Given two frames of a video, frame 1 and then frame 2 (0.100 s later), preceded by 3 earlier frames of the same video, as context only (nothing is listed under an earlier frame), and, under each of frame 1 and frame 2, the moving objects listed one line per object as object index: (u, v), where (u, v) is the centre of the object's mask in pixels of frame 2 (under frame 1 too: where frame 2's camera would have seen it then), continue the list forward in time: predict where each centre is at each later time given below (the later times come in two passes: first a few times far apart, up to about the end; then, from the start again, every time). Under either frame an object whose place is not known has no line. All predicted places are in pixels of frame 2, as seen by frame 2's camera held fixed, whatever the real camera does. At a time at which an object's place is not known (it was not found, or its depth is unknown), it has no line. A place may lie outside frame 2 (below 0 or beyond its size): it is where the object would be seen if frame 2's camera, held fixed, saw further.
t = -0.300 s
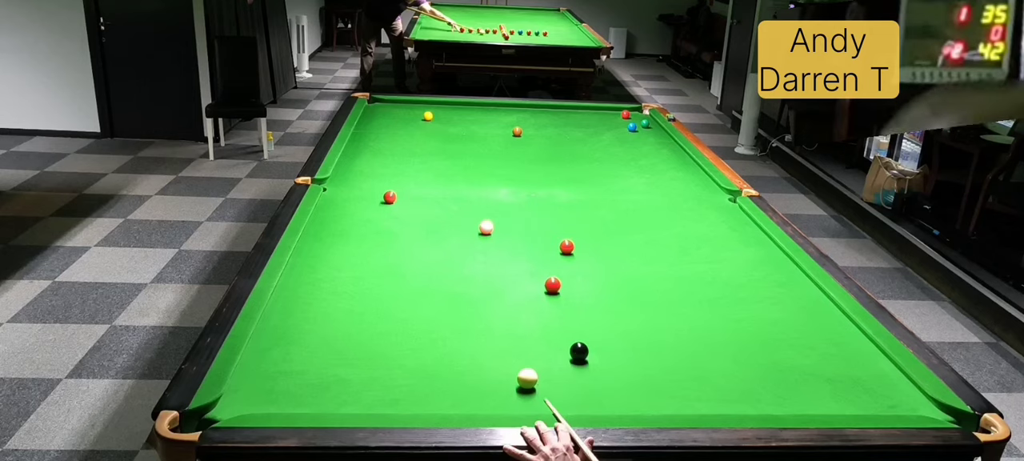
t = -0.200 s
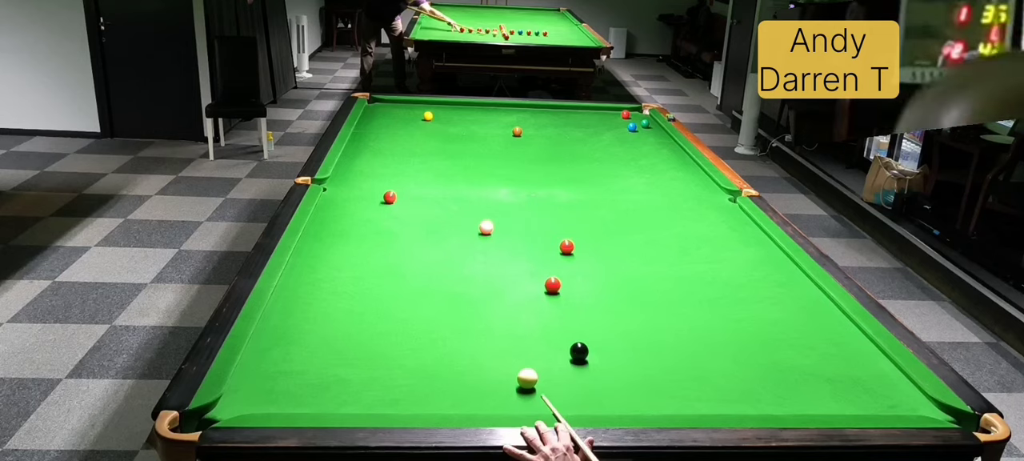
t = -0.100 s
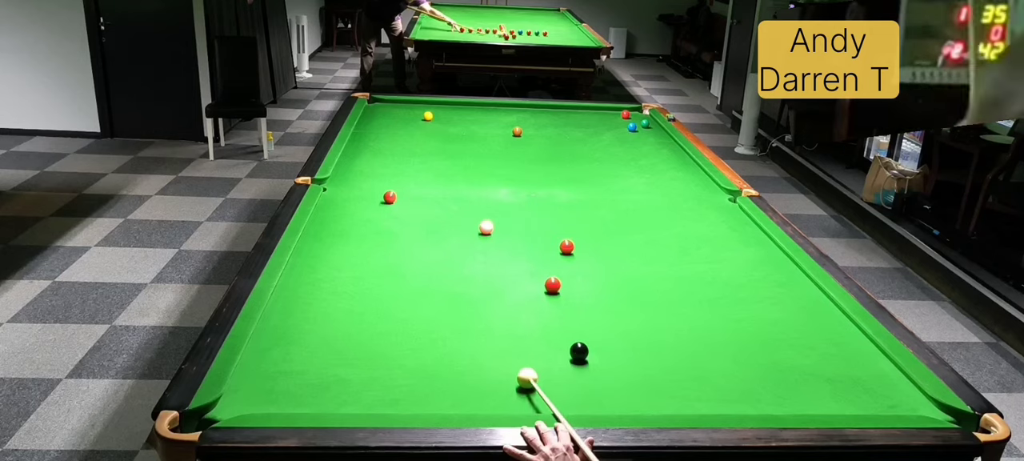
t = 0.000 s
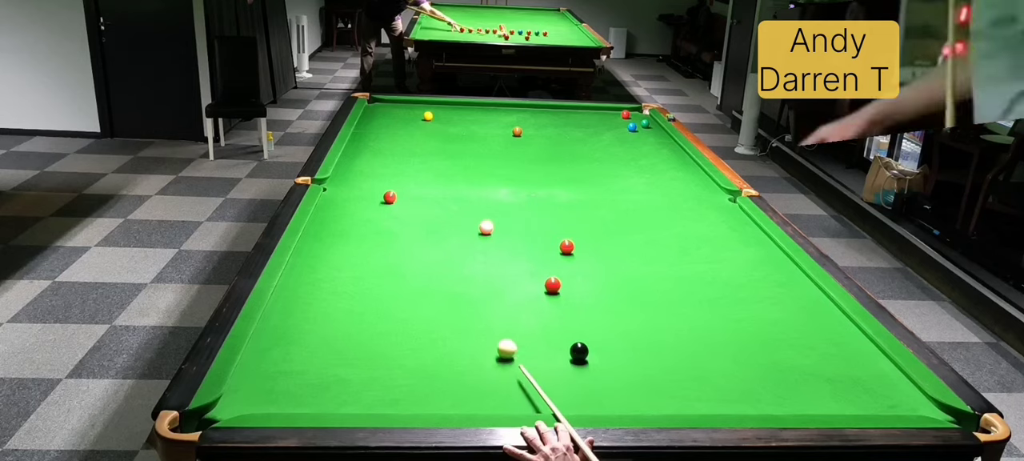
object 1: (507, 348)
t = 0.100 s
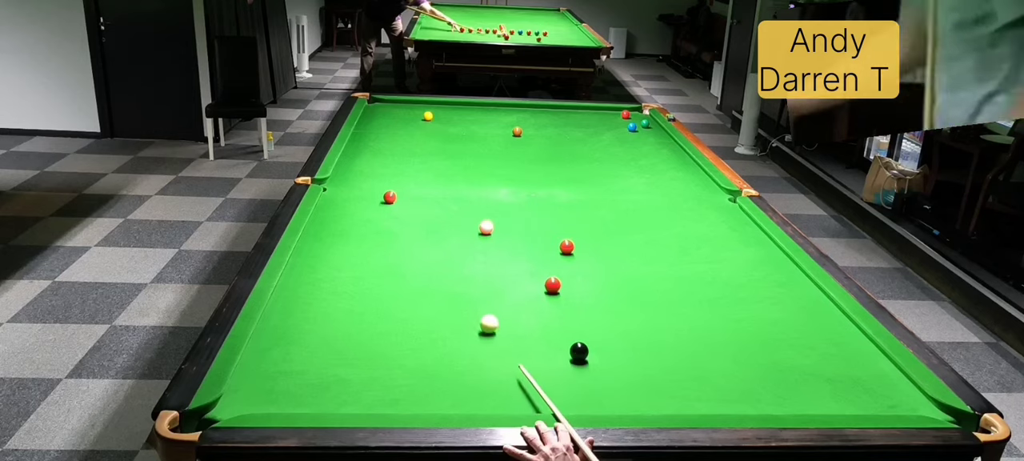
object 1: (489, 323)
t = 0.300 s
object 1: (460, 282)
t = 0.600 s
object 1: (426, 234)
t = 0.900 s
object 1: (402, 198)
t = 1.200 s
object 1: (421, 176)
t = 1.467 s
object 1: (433, 159)
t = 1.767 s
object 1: (445, 143)
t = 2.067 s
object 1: (454, 129)
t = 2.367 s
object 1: (463, 118)
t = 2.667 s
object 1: (470, 108)
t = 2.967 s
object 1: (476, 107)
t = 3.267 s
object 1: (482, 112)
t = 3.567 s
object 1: (488, 119)
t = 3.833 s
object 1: (493, 124)
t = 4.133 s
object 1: (499, 131)
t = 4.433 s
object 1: (504, 137)
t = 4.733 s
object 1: (510, 143)
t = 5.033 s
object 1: (516, 149)
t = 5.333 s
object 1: (522, 156)
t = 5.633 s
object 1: (527, 162)
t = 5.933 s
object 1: (533, 168)
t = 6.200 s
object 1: (538, 173)
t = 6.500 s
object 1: (543, 179)
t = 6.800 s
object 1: (548, 185)
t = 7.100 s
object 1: (553, 191)
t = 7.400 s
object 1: (558, 196)
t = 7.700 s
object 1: (562, 200)
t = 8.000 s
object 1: (567, 205)
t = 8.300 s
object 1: (571, 209)
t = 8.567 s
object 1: (574, 212)
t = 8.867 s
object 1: (578, 216)
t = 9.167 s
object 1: (580, 218)
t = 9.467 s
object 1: (582, 220)
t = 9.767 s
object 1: (583, 222)
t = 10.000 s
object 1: (584, 222)
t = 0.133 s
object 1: (484, 316)
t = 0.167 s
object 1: (479, 308)
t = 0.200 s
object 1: (474, 301)
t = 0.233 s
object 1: (469, 295)
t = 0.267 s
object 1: (464, 288)
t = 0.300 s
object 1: (460, 282)
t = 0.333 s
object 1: (456, 276)
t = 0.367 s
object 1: (451, 270)
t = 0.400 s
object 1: (447, 264)
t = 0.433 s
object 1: (444, 259)
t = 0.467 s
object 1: (440, 254)
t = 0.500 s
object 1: (436, 248)
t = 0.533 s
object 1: (433, 244)
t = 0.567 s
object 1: (430, 239)
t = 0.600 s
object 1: (426, 234)
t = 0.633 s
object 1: (423, 230)
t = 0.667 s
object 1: (420, 225)
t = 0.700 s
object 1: (417, 221)
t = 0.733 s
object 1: (414, 217)
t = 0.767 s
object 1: (411, 213)
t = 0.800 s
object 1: (408, 209)
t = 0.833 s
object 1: (406, 205)
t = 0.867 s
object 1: (403, 201)
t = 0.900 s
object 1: (402, 198)
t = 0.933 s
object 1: (405, 195)
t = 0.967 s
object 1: (408, 193)
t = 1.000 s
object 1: (410, 190)
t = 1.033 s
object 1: (412, 187)
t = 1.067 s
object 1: (414, 185)
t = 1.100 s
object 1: (416, 183)
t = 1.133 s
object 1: (417, 180)
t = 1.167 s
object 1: (419, 178)
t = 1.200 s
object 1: (421, 176)
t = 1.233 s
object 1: (423, 173)
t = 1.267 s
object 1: (424, 171)
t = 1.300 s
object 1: (426, 169)
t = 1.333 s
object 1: (427, 167)
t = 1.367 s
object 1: (428, 165)
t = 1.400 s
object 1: (430, 163)
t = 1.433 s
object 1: (431, 161)
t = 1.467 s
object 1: (433, 159)
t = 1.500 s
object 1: (434, 157)
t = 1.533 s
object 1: (436, 155)
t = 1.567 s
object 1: (437, 153)
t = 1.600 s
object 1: (439, 151)
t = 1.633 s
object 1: (440, 150)
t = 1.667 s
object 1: (441, 148)
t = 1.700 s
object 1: (442, 146)
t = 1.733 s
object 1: (443, 144)
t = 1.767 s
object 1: (445, 143)
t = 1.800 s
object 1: (446, 141)
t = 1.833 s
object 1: (447, 139)
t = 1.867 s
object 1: (448, 138)
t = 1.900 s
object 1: (449, 137)
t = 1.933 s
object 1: (450, 135)
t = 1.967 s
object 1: (451, 133)
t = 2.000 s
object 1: (452, 132)
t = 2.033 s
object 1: (453, 131)
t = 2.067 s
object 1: (454, 129)
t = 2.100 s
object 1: (455, 128)
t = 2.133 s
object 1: (456, 126)
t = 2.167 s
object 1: (457, 125)
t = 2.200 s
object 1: (458, 124)
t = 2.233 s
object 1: (459, 123)
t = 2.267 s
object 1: (460, 121)
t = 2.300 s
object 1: (461, 120)
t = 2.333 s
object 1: (462, 119)
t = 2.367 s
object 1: (463, 118)
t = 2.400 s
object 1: (464, 116)
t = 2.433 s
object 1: (465, 115)
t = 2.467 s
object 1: (466, 114)
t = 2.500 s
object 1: (466, 113)
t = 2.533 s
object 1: (467, 112)
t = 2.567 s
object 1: (468, 111)
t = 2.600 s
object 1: (469, 110)
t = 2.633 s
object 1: (470, 109)
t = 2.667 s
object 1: (470, 108)
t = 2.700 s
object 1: (471, 107)
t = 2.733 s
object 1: (472, 106)
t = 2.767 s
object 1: (473, 105)
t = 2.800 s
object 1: (473, 104)
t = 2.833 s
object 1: (474, 104)
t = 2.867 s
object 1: (475, 104)
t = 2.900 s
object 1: (475, 105)
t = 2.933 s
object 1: (476, 106)
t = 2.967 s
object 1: (476, 107)
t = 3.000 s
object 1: (477, 107)
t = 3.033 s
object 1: (478, 108)
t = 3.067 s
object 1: (478, 108)
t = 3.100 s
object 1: (479, 109)
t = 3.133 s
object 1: (480, 110)
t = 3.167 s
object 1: (480, 110)
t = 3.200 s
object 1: (481, 111)
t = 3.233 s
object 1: (481, 112)
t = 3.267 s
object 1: (482, 112)
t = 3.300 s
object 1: (483, 113)
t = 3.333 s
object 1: (483, 114)
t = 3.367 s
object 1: (484, 115)
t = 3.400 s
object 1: (485, 115)
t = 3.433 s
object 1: (485, 116)
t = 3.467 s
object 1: (486, 117)
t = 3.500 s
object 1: (486, 117)
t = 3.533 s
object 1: (487, 118)
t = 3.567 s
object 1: (488, 119)
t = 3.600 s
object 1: (488, 119)
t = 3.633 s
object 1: (489, 120)
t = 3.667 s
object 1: (490, 121)
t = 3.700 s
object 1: (490, 121)
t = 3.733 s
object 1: (491, 122)
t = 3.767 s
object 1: (492, 123)
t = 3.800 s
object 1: (492, 123)
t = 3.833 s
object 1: (493, 124)
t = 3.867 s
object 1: (493, 125)
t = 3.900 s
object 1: (494, 126)
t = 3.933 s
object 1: (495, 126)
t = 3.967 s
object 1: (495, 127)
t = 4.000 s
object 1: (496, 128)
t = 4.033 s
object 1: (497, 128)
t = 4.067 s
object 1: (497, 129)
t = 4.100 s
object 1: (498, 130)
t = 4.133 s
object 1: (499, 131)
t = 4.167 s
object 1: (499, 131)
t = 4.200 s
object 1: (500, 132)
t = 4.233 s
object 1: (501, 133)
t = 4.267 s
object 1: (501, 133)
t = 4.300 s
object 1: (502, 134)
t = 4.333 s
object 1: (503, 135)
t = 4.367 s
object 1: (503, 135)
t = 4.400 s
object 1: (504, 136)
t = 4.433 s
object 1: (504, 137)
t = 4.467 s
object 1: (505, 137)
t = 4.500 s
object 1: (506, 138)
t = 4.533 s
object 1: (506, 139)
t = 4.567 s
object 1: (507, 140)
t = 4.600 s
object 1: (508, 140)
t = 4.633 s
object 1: (508, 141)
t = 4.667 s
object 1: (509, 142)
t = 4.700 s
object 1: (510, 143)
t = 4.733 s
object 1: (510, 143)
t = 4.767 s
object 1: (511, 144)
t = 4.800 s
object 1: (511, 144)
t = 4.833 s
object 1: (512, 145)
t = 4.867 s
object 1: (513, 146)
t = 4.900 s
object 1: (513, 147)
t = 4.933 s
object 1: (514, 147)
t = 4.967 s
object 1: (515, 148)
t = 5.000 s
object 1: (515, 149)
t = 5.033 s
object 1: (516, 149)
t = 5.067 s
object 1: (517, 150)
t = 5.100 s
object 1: (517, 151)
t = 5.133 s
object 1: (518, 152)
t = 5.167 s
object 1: (518, 152)
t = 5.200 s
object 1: (519, 153)
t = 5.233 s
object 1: (520, 153)
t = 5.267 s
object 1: (520, 154)
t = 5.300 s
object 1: (521, 155)
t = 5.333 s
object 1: (522, 156)
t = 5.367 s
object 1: (522, 156)
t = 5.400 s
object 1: (523, 157)
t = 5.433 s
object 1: (524, 158)
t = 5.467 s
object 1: (524, 158)
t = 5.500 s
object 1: (525, 159)
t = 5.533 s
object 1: (526, 160)
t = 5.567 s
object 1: (526, 161)
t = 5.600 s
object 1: (527, 161)
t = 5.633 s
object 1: (527, 162)
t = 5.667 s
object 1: (528, 163)
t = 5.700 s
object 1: (529, 163)
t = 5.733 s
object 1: (529, 164)
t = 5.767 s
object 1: (530, 165)
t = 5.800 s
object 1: (531, 165)
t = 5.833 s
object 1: (531, 166)
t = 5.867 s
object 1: (532, 167)
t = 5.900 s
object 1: (532, 167)
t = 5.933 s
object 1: (533, 168)
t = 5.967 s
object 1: (534, 169)
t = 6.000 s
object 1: (534, 169)
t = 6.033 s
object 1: (535, 170)
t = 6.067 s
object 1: (536, 171)
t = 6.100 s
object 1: (536, 171)
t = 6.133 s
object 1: (536, 172)
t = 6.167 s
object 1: (537, 173)
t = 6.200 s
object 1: (538, 173)
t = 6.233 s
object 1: (538, 174)
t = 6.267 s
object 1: (539, 175)
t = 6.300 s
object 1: (540, 175)
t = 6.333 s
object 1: (540, 176)
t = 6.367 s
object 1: (541, 177)
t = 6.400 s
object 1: (541, 177)
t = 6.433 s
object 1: (542, 178)
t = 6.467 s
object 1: (543, 179)
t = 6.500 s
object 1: (543, 179)
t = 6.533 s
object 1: (544, 180)
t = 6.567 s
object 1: (544, 181)
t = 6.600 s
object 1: (545, 181)
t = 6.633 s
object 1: (545, 182)
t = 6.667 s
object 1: (546, 182)
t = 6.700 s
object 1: (546, 183)
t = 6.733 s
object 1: (547, 183)
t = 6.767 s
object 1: (548, 184)
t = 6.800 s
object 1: (548, 185)
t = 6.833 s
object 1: (549, 186)
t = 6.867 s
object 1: (549, 186)
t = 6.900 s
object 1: (550, 187)
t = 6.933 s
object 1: (551, 187)
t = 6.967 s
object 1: (551, 188)
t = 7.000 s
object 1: (551, 189)
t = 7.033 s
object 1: (552, 189)
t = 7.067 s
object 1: (553, 190)
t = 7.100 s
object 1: (553, 191)
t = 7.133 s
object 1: (553, 191)
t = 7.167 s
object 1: (554, 192)
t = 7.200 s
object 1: (554, 192)
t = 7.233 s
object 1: (555, 193)
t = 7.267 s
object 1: (556, 193)
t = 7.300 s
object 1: (556, 194)
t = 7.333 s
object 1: (557, 195)
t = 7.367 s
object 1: (557, 195)
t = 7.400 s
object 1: (558, 196)
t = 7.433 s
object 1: (558, 196)
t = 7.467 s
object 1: (558, 196)
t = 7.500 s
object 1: (559, 197)
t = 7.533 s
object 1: (559, 197)
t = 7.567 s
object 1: (560, 198)
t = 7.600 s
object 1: (561, 198)
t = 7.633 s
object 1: (562, 200)
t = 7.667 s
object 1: (562, 200)
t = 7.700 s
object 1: (562, 200)
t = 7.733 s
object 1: (563, 201)
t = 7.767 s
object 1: (563, 201)
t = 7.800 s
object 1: (564, 202)
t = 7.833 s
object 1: (564, 202)
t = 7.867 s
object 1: (565, 203)
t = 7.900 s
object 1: (565, 203)
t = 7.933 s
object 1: (566, 203)
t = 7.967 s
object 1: (566, 204)
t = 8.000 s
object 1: (567, 205)
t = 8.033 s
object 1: (567, 205)
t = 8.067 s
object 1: (568, 206)
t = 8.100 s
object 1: (568, 207)
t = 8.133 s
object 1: (569, 207)
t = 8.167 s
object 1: (569, 207)
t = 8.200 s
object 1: (570, 208)
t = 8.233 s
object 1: (570, 208)
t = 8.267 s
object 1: (570, 209)
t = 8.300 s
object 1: (571, 209)
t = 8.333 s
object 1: (571, 209)
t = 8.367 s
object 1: (572, 210)
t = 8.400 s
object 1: (572, 211)
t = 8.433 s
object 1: (573, 211)
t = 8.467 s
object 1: (573, 211)
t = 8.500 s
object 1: (573, 212)
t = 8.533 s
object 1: (574, 212)
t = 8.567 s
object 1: (574, 212)
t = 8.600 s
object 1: (575, 213)
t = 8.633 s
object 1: (575, 213)
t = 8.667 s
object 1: (575, 214)
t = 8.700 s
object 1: (576, 214)
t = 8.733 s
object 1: (576, 214)
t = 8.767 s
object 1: (576, 215)
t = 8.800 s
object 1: (577, 215)
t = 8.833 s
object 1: (577, 215)
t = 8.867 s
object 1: (578, 216)
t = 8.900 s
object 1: (578, 216)
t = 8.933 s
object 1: (578, 216)
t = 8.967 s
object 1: (579, 217)
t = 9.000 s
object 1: (579, 217)
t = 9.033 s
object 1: (579, 217)
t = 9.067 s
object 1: (579, 218)
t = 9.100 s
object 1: (580, 218)
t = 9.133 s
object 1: (580, 218)
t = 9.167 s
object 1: (580, 218)
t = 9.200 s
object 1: (580, 219)
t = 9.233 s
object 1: (580, 219)
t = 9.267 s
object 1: (581, 219)
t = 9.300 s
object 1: (581, 219)
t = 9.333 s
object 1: (581, 219)
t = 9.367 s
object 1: (581, 220)
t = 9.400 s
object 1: (582, 220)
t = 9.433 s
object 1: (582, 220)
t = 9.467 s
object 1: (582, 220)
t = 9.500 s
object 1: (582, 221)
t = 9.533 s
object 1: (582, 221)
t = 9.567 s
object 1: (582, 221)
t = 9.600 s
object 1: (582, 221)
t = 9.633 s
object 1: (583, 221)
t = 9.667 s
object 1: (583, 221)
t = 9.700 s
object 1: (583, 222)
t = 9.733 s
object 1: (583, 222)
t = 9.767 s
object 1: (583, 222)
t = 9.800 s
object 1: (583, 222)
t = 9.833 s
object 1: (584, 222)
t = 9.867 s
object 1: (584, 222)
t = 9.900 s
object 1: (584, 222)
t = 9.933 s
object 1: (584, 222)
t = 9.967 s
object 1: (584, 222)
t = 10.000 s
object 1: (584, 222)
